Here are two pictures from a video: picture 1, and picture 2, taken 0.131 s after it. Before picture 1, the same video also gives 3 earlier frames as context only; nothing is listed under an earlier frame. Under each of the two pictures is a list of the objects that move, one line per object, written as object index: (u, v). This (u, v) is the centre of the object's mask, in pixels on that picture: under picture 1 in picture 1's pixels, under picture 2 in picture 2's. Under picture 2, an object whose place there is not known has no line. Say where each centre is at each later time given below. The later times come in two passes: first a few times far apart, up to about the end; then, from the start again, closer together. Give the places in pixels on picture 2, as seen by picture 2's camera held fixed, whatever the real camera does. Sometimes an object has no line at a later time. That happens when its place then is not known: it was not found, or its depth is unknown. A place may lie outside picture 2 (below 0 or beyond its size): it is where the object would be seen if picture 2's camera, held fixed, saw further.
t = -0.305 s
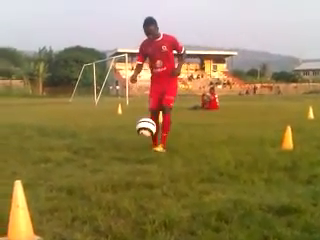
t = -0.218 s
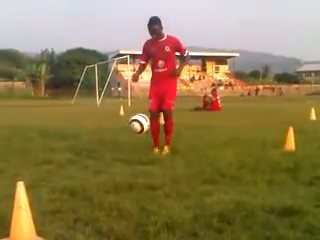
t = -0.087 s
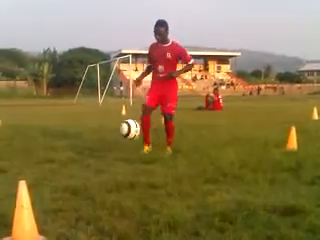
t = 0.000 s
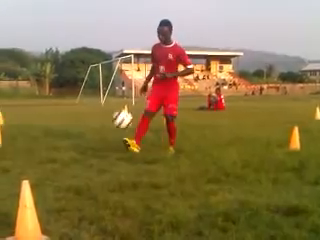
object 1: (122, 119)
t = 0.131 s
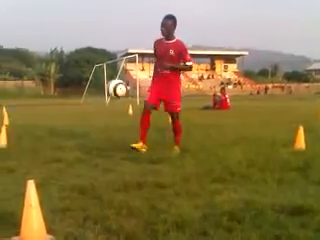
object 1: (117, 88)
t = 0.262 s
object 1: (102, 60)
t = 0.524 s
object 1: (74, 54)
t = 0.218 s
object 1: (105, 67)
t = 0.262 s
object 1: (102, 60)
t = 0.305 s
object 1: (95, 54)
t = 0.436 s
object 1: (81, 50)
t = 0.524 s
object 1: (74, 54)
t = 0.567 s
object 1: (71, 57)
